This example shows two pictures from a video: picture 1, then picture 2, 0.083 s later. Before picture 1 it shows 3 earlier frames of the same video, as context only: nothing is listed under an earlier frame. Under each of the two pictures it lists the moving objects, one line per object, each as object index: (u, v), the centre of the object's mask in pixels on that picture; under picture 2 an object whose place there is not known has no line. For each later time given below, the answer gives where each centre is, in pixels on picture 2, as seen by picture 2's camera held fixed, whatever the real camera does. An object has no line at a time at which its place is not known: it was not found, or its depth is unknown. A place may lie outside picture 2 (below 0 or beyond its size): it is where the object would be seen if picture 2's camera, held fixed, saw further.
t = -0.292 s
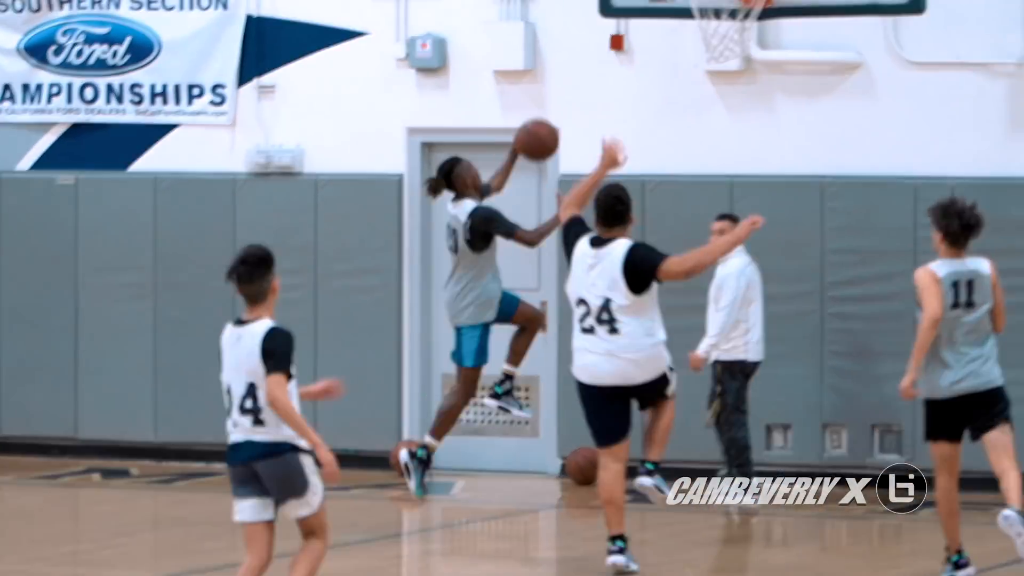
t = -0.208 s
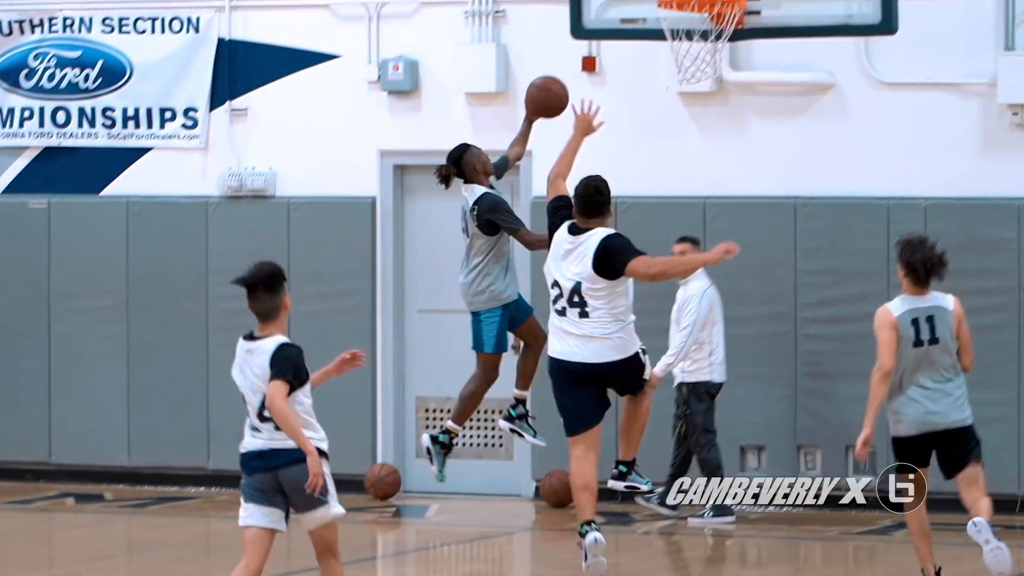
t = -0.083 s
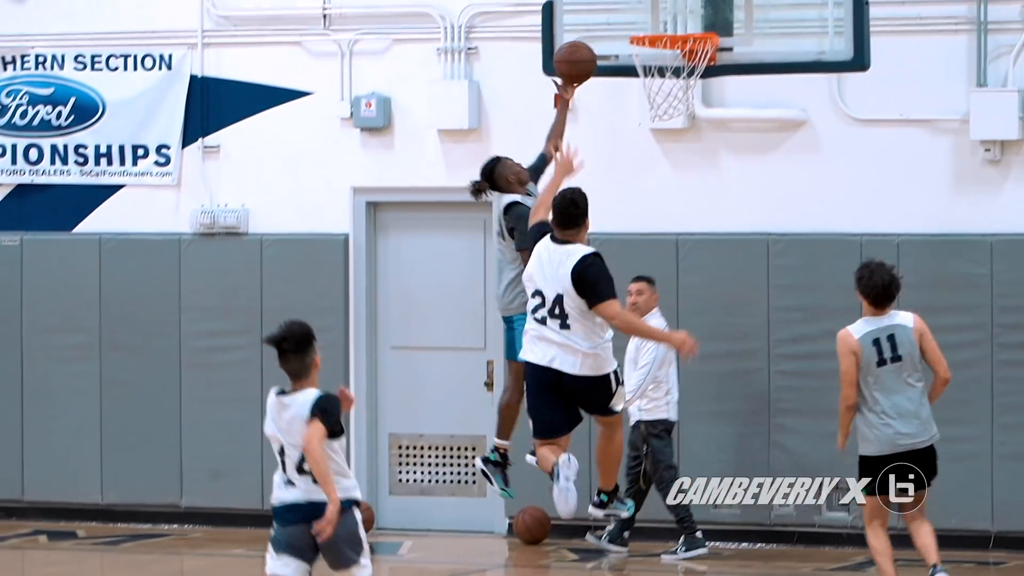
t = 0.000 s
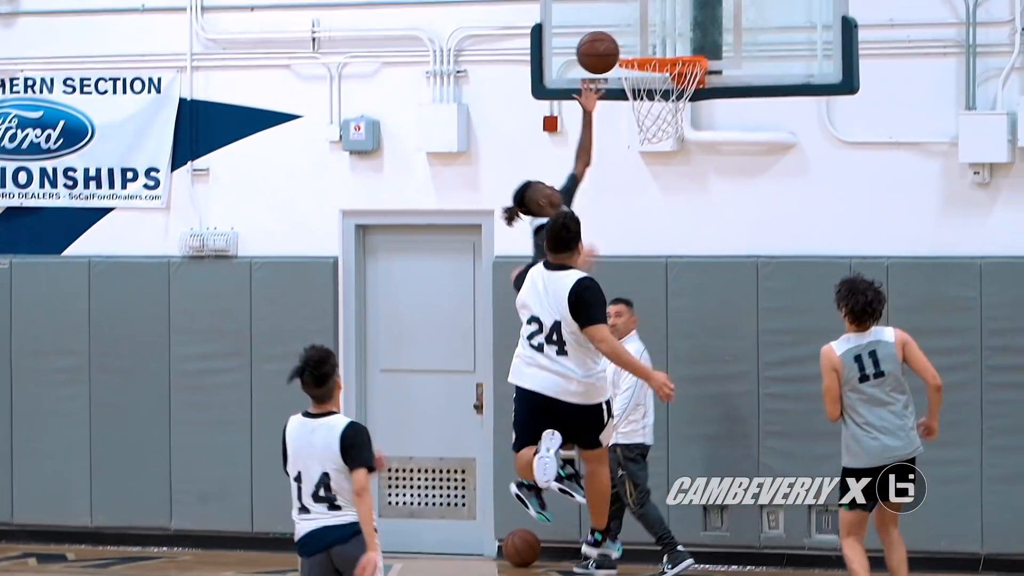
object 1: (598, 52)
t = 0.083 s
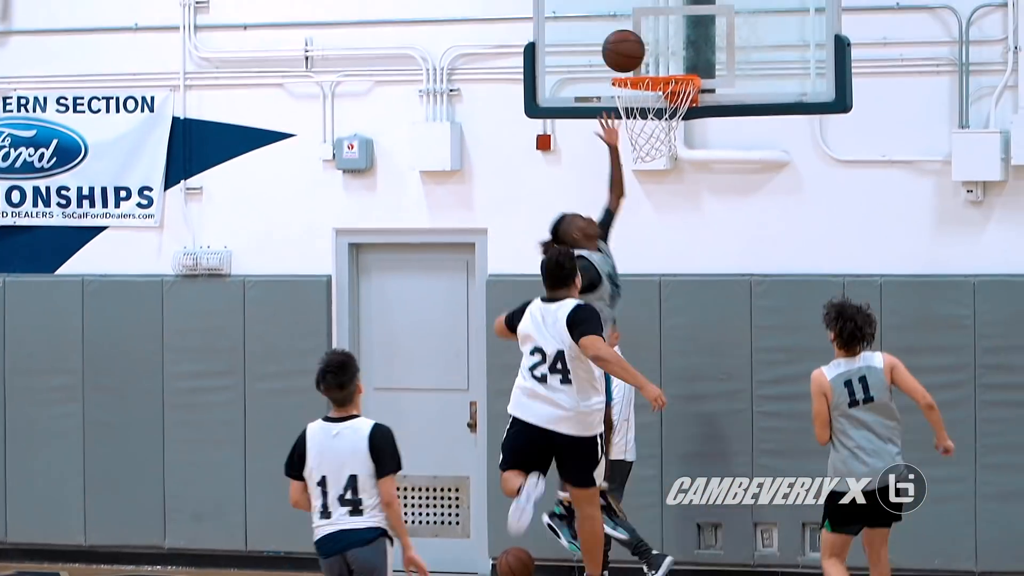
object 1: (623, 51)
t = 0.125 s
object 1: (628, 45)
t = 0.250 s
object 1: (642, 43)
